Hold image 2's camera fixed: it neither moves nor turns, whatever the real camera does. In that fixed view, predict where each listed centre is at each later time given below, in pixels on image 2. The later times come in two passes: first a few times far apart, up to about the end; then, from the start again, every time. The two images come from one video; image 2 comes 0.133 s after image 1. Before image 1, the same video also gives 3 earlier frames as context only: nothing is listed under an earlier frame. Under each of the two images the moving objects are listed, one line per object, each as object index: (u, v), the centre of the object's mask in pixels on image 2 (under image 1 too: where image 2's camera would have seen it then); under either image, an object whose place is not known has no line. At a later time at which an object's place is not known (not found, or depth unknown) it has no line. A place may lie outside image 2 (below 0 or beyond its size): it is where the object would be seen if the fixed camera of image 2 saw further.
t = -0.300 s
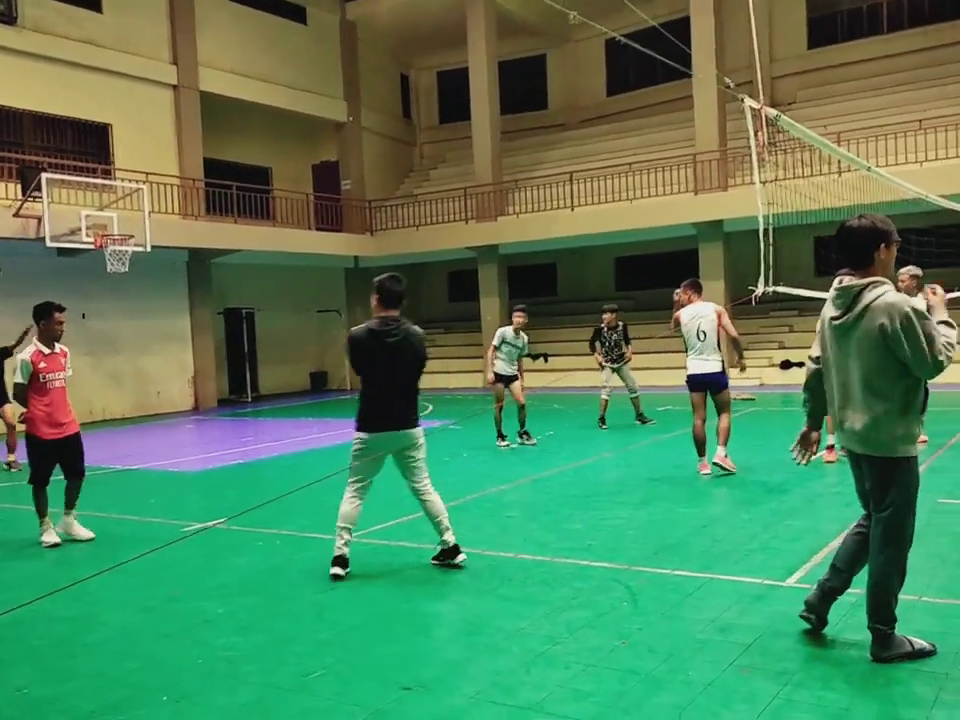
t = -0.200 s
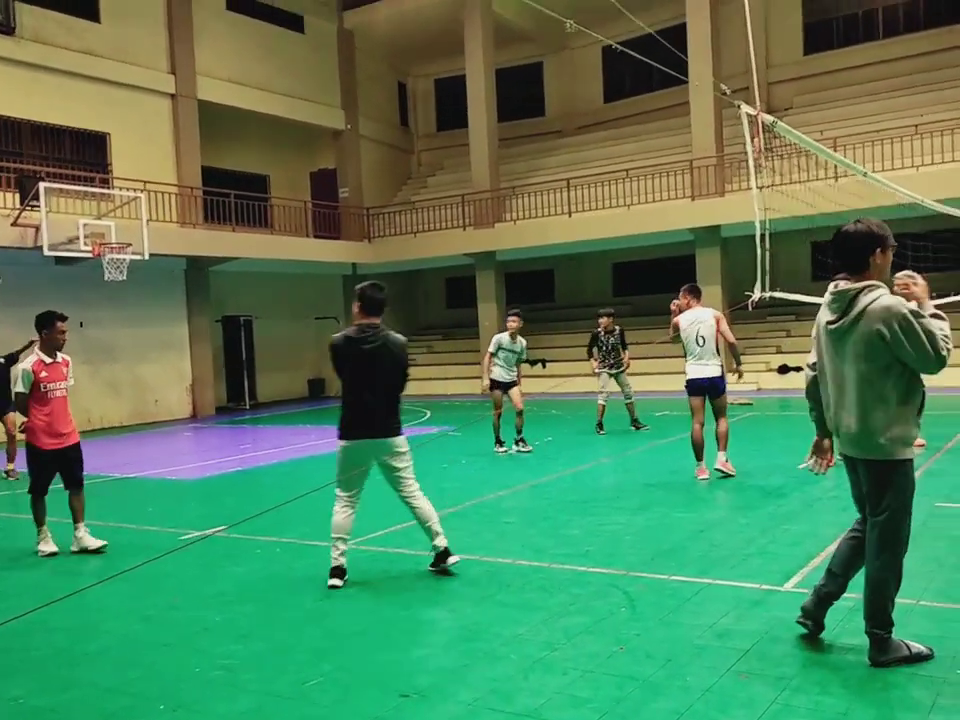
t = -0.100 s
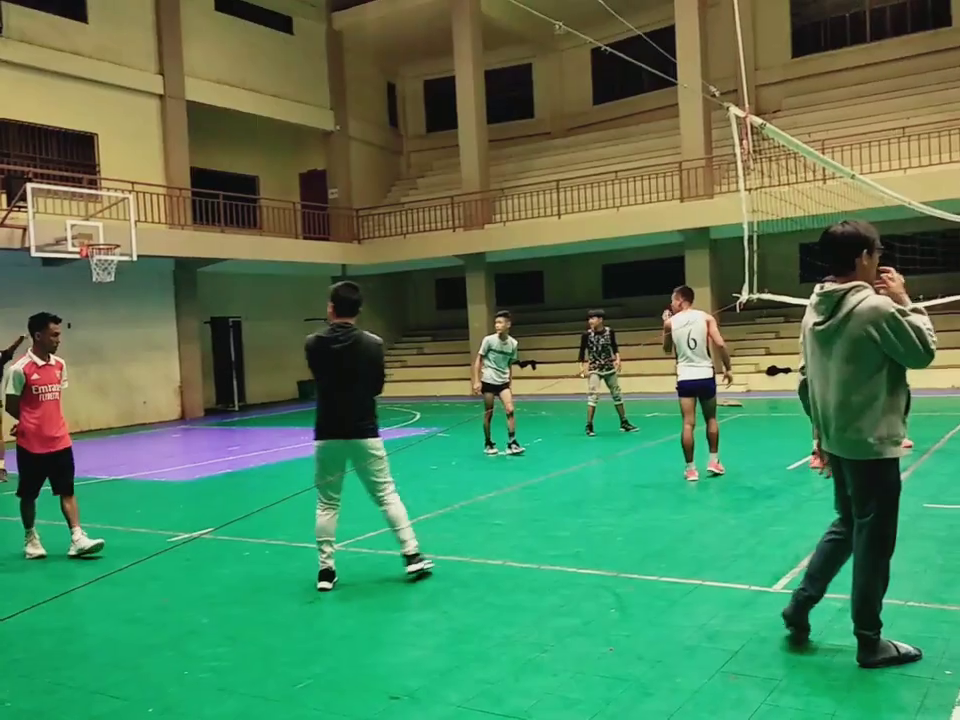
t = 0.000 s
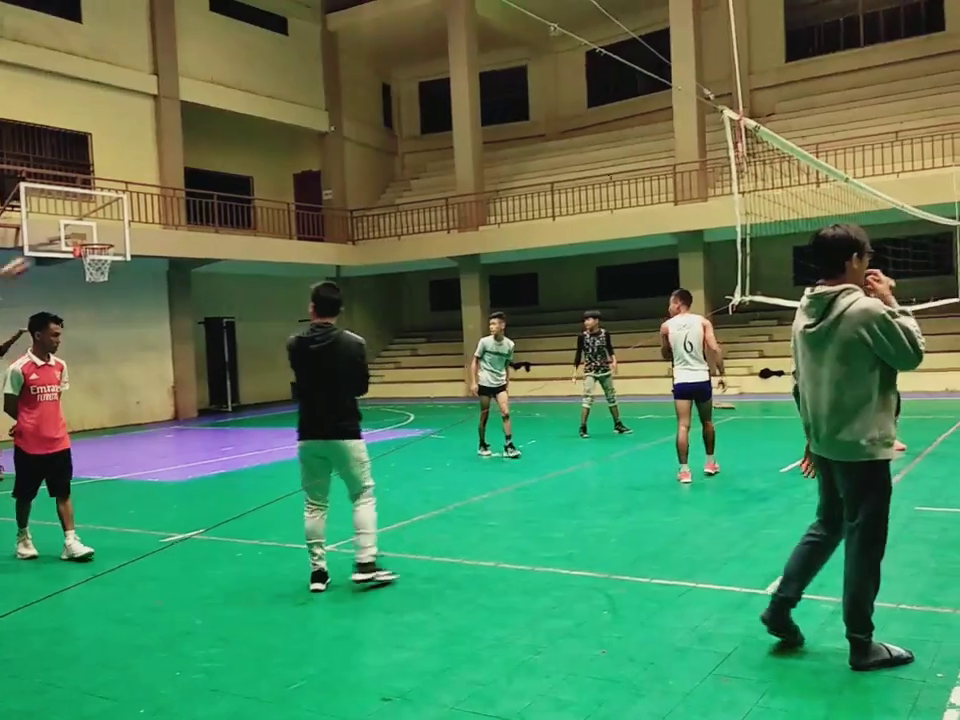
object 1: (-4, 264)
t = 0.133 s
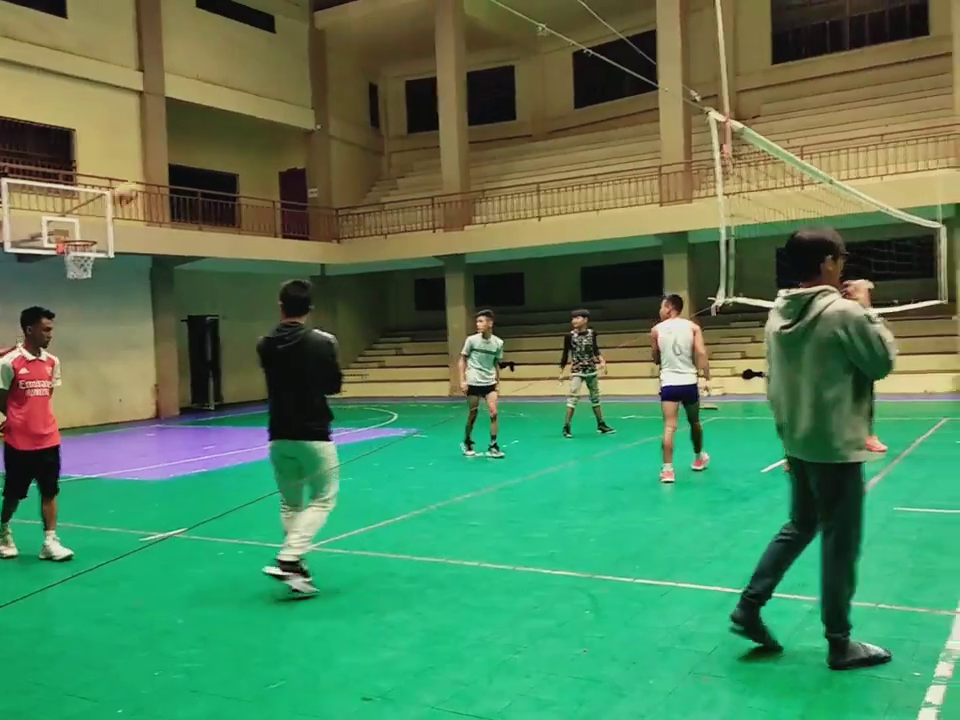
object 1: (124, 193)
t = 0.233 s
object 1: (229, 143)
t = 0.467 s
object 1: (492, 60)
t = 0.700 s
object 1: (789, 21)
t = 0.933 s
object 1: (1123, 45)
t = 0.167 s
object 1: (158, 175)
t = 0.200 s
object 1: (194, 159)
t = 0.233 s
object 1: (229, 143)
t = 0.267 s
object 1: (263, 129)
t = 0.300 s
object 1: (301, 116)
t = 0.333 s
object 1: (338, 103)
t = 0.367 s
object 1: (375, 92)
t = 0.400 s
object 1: (414, 81)
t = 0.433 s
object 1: (451, 69)
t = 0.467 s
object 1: (492, 60)
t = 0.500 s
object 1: (531, 50)
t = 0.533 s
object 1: (572, 43)
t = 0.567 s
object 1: (615, 36)
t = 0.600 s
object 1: (657, 30)
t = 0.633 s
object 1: (699, 25)
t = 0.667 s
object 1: (743, 22)
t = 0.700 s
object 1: (789, 21)
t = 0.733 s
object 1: (834, 22)
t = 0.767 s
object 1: (880, 23)
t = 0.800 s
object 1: (925, 23)
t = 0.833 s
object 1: (972, 28)
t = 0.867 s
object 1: (1024, 32)
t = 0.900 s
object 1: (1073, 39)
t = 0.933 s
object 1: (1123, 45)
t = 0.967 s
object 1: (1177, 54)
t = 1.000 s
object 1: (1229, 63)
